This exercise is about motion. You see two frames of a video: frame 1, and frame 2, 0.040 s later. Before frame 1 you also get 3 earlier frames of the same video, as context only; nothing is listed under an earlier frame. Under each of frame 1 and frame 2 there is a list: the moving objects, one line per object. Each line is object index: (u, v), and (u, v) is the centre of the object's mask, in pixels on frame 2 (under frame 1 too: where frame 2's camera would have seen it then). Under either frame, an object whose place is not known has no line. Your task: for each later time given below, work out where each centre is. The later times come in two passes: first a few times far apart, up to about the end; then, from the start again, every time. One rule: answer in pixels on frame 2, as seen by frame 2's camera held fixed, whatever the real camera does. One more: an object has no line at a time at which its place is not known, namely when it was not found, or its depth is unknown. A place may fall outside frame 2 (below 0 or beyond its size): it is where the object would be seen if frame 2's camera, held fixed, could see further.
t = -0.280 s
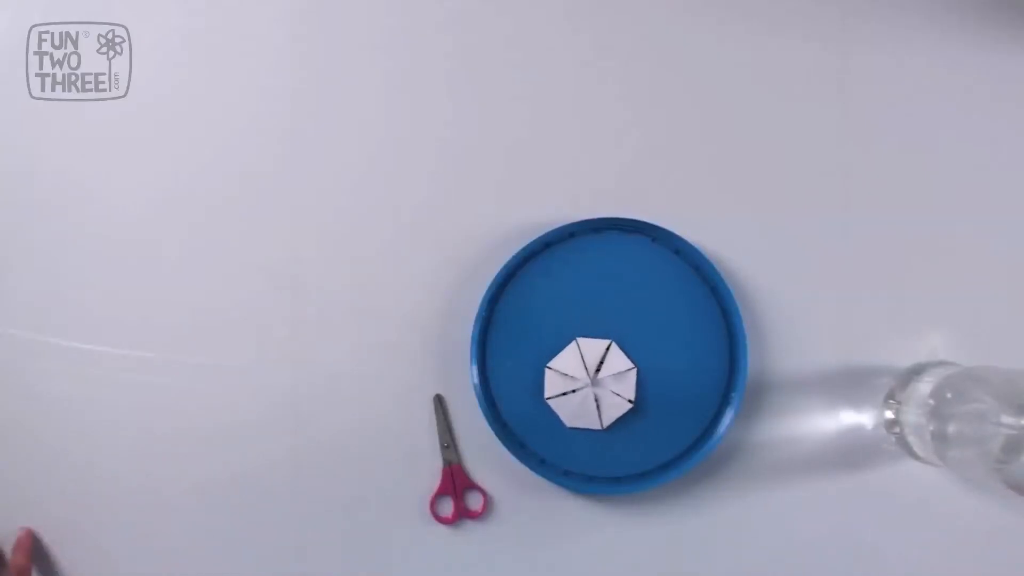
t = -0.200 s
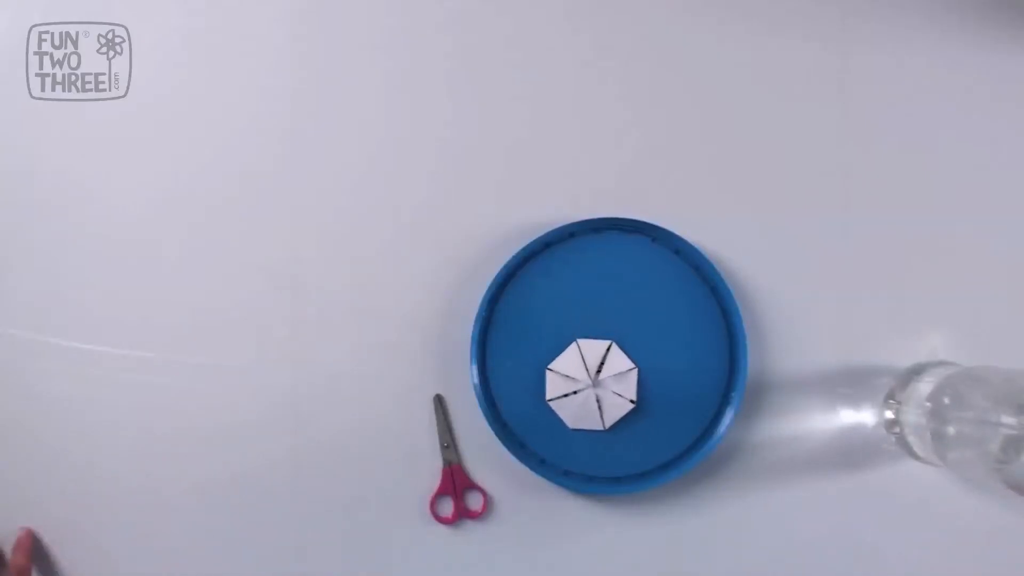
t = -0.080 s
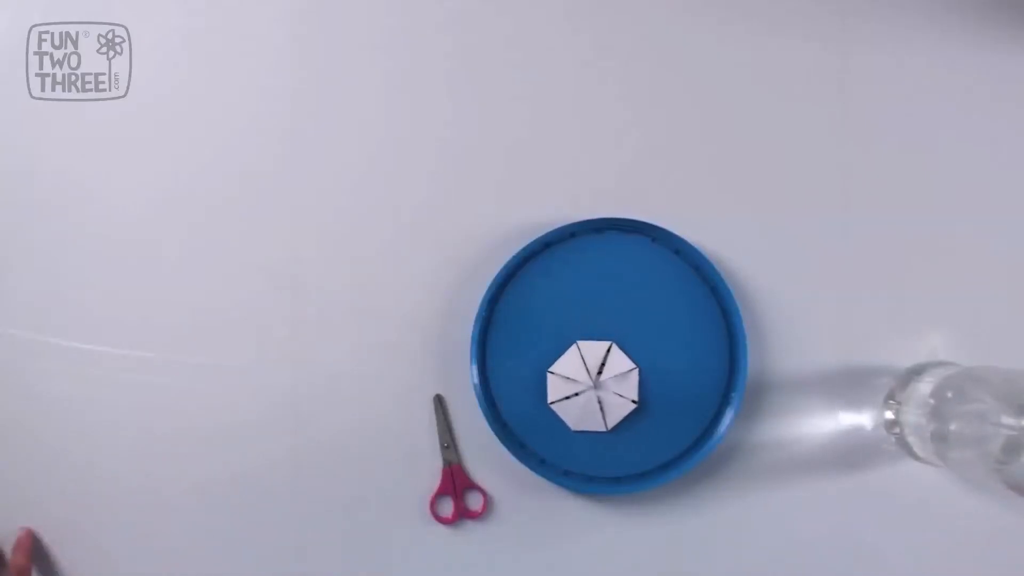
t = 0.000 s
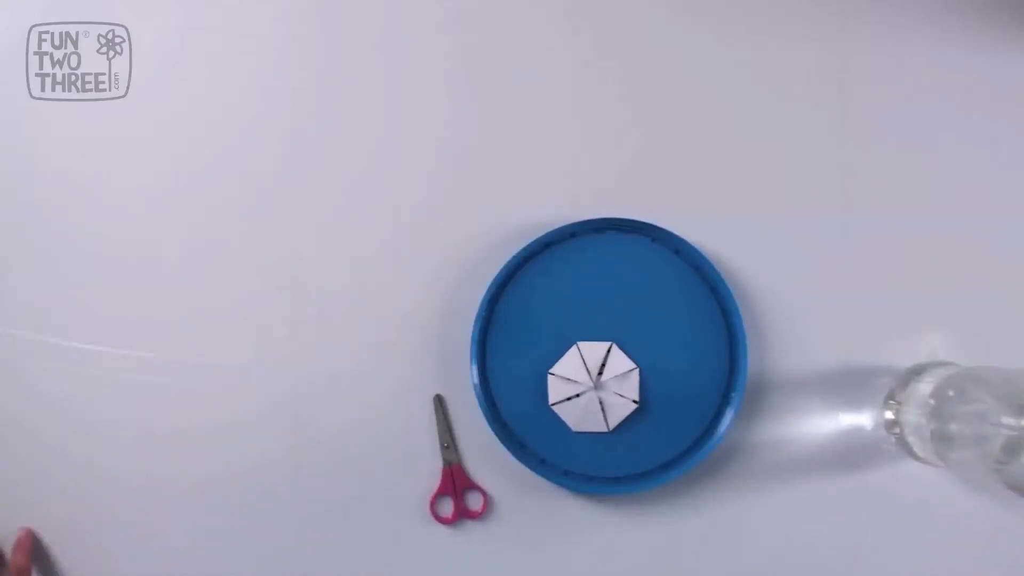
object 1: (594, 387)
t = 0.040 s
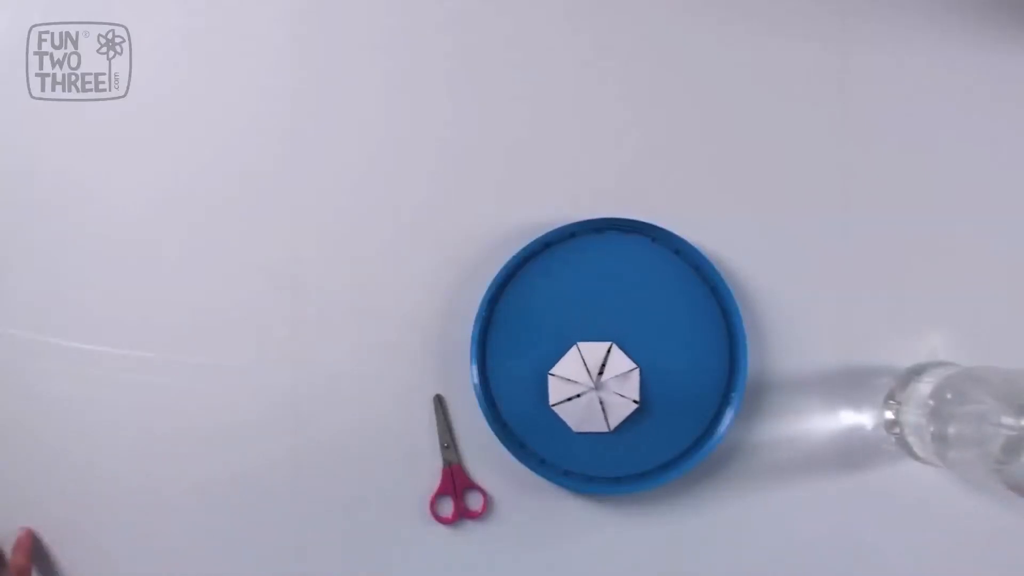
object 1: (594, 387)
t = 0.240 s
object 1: (596, 388)
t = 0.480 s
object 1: (596, 391)
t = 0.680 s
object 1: (597, 393)
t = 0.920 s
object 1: (598, 396)
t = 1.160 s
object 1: (600, 398)
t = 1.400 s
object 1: (606, 399)
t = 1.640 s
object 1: (611, 401)
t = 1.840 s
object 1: (620, 400)
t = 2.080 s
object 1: (634, 393)
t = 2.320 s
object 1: (646, 392)
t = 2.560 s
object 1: (656, 387)
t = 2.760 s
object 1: (660, 375)
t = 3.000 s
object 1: (665, 360)
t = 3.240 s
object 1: (666, 339)
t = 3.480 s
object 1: (664, 331)
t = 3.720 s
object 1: (663, 327)
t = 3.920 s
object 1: (657, 322)
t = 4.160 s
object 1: (650, 318)
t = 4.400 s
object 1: (646, 314)
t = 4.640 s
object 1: (641, 312)
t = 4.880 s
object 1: (643, 304)
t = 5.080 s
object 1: (641, 296)
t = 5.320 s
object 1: (640, 287)
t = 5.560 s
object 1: (636, 285)
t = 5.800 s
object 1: (632, 285)
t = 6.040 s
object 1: (631, 290)
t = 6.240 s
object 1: (629, 295)
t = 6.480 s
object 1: (629, 299)
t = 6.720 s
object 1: (631, 301)
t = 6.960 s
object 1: (632, 302)
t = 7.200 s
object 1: (634, 303)
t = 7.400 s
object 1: (633, 304)
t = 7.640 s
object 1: (630, 310)
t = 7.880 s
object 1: (627, 316)
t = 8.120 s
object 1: (623, 320)
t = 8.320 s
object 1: (622, 322)
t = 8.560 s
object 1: (619, 326)
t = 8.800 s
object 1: (615, 329)
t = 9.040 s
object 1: (613, 332)
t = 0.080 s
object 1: (595, 387)
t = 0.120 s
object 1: (595, 387)
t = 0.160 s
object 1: (595, 387)
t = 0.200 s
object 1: (596, 388)
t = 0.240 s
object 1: (596, 388)
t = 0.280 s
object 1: (596, 388)
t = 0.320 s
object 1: (596, 389)
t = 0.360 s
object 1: (596, 389)
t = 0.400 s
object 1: (596, 389)
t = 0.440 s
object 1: (596, 390)
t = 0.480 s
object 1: (596, 391)
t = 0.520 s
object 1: (596, 391)
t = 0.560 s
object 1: (597, 392)
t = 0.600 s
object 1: (597, 392)
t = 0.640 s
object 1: (597, 393)
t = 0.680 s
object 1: (597, 393)
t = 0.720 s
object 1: (597, 394)
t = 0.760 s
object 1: (597, 394)
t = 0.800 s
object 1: (597, 395)
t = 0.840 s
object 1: (598, 395)
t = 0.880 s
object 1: (598, 395)
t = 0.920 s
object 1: (598, 396)
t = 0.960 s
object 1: (598, 396)
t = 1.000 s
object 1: (599, 397)
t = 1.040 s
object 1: (599, 397)
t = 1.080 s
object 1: (599, 397)
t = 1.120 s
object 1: (600, 398)
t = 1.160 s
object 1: (600, 398)
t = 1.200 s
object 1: (601, 398)
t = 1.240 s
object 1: (602, 399)
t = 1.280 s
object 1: (603, 399)
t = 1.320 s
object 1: (604, 399)
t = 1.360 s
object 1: (605, 399)
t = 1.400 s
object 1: (606, 399)
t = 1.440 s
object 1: (606, 400)
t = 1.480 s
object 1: (607, 400)
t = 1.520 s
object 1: (608, 401)
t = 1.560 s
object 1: (609, 401)
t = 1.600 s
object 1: (610, 401)
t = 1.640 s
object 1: (611, 401)
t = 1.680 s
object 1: (612, 401)
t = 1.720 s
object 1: (614, 402)
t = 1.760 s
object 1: (616, 402)
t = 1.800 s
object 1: (618, 401)
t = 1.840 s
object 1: (620, 400)
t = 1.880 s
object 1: (622, 398)
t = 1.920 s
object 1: (625, 397)
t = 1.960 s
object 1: (627, 396)
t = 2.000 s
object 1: (630, 395)
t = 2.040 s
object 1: (632, 394)
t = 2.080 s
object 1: (634, 393)
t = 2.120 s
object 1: (636, 393)
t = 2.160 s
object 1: (637, 392)
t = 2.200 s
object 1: (639, 391)
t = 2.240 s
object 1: (641, 390)
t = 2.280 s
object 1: (643, 391)
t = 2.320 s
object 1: (646, 392)
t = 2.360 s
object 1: (649, 393)
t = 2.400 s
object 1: (652, 394)
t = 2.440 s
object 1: (654, 394)
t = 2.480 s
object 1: (655, 393)
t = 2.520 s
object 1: (656, 390)
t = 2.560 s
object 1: (656, 387)
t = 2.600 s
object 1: (657, 383)
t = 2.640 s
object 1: (658, 380)
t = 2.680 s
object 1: (659, 378)
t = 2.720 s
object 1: (659, 377)
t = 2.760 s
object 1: (660, 375)
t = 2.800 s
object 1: (660, 373)
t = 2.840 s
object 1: (661, 372)
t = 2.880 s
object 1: (662, 370)
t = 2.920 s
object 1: (663, 368)
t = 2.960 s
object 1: (664, 365)
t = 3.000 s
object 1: (665, 360)
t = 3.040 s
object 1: (665, 356)
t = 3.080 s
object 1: (665, 352)
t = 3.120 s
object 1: (665, 348)
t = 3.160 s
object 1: (665, 345)
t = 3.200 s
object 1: (665, 342)
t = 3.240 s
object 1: (666, 339)
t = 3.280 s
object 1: (666, 338)
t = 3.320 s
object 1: (665, 336)
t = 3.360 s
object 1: (665, 334)
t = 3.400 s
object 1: (665, 333)
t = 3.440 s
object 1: (664, 332)
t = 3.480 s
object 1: (664, 331)
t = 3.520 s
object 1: (664, 331)
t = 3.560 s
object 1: (664, 330)
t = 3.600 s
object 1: (663, 328)
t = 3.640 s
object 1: (663, 328)
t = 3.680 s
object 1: (663, 328)
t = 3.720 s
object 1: (663, 327)
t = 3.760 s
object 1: (661, 326)
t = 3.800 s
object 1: (660, 325)
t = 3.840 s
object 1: (659, 324)
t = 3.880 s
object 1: (658, 323)
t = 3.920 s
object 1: (657, 322)
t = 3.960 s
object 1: (656, 321)
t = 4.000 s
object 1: (655, 320)
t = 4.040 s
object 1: (653, 320)
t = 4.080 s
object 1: (653, 319)
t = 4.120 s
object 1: (651, 319)
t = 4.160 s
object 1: (650, 318)
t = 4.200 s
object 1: (649, 318)
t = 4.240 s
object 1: (649, 317)
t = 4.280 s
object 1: (648, 316)
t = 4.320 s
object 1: (647, 316)
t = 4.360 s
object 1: (647, 315)
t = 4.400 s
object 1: (646, 314)
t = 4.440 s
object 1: (645, 314)
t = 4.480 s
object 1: (644, 314)
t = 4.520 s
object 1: (643, 314)
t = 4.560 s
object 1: (642, 313)
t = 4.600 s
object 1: (642, 312)
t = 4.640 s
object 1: (641, 312)
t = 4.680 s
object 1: (641, 310)
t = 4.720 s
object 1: (641, 309)
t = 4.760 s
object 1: (642, 308)
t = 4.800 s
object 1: (643, 306)
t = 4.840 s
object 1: (643, 305)
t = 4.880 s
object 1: (643, 304)
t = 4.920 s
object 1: (643, 303)
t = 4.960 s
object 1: (643, 302)
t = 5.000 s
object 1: (642, 300)
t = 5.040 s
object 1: (642, 299)
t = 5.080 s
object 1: (641, 296)
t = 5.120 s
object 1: (641, 294)
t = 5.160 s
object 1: (641, 291)
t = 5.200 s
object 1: (641, 289)
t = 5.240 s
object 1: (641, 288)
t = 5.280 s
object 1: (640, 287)
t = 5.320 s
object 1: (640, 287)
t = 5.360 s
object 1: (639, 287)
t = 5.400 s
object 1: (638, 287)
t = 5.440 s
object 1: (638, 287)
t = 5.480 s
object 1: (637, 287)
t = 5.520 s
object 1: (637, 286)
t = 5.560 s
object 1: (636, 285)
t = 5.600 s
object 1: (635, 284)
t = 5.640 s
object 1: (634, 284)
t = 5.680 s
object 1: (633, 284)
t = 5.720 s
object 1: (633, 284)
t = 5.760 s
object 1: (632, 285)
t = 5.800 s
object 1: (632, 285)
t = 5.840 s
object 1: (631, 286)
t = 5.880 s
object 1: (631, 287)
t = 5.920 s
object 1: (631, 287)
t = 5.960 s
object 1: (631, 288)
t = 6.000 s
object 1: (631, 289)
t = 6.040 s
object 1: (631, 290)
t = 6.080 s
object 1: (630, 291)
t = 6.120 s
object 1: (630, 293)
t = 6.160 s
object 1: (630, 293)
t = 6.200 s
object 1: (629, 294)
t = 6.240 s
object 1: (629, 295)
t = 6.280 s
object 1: (629, 296)
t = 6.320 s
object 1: (628, 296)
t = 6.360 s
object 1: (628, 297)
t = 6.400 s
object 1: (628, 297)
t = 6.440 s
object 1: (628, 298)
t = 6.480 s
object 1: (629, 299)
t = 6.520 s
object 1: (629, 299)
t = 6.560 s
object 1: (630, 299)
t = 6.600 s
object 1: (630, 300)
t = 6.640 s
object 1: (631, 300)
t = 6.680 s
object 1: (631, 300)
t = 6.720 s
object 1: (631, 301)
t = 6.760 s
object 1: (631, 301)
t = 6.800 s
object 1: (631, 301)
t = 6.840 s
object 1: (631, 301)
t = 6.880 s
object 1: (631, 301)
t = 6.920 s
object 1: (631, 302)
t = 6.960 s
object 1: (632, 302)
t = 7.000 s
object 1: (632, 303)
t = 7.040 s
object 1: (632, 303)
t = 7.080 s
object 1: (633, 304)
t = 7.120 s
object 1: (633, 304)
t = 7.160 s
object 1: (634, 304)
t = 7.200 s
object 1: (634, 303)
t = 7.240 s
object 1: (634, 303)
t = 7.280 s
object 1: (633, 303)
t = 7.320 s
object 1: (633, 303)
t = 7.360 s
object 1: (633, 303)
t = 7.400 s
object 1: (633, 304)
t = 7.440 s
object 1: (632, 305)
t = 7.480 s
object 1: (632, 307)
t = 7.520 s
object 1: (631, 308)
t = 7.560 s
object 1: (631, 308)
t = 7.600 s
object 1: (631, 309)
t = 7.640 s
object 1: (630, 310)
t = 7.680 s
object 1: (630, 311)
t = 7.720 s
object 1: (629, 312)
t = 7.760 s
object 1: (628, 313)
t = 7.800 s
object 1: (628, 314)
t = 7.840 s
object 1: (628, 315)
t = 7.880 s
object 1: (627, 316)
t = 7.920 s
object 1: (626, 317)
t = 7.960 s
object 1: (625, 317)
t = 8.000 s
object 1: (625, 318)
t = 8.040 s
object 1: (624, 319)
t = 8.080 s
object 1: (624, 319)
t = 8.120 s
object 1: (623, 320)
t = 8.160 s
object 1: (623, 320)
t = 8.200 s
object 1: (623, 321)
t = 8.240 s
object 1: (622, 322)
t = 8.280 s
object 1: (622, 322)
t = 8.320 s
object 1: (622, 322)
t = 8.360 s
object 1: (621, 322)
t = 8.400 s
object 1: (621, 323)
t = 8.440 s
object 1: (620, 324)
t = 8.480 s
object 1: (620, 324)
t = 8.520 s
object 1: (619, 325)
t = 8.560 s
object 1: (619, 326)
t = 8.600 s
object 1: (618, 326)
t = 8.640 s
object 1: (617, 327)
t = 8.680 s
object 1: (617, 328)
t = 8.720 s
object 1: (616, 328)
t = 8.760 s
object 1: (616, 329)
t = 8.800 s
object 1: (615, 329)
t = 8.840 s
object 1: (615, 330)
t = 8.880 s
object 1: (615, 330)
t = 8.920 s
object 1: (614, 331)
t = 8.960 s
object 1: (613, 331)
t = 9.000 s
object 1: (613, 332)
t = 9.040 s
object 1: (613, 332)
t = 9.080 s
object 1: (613, 332)
